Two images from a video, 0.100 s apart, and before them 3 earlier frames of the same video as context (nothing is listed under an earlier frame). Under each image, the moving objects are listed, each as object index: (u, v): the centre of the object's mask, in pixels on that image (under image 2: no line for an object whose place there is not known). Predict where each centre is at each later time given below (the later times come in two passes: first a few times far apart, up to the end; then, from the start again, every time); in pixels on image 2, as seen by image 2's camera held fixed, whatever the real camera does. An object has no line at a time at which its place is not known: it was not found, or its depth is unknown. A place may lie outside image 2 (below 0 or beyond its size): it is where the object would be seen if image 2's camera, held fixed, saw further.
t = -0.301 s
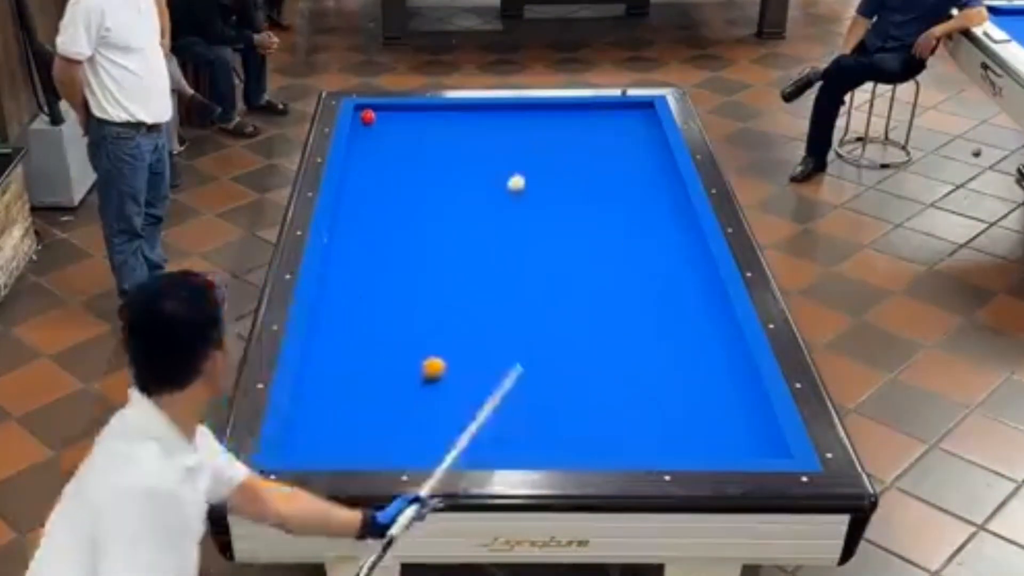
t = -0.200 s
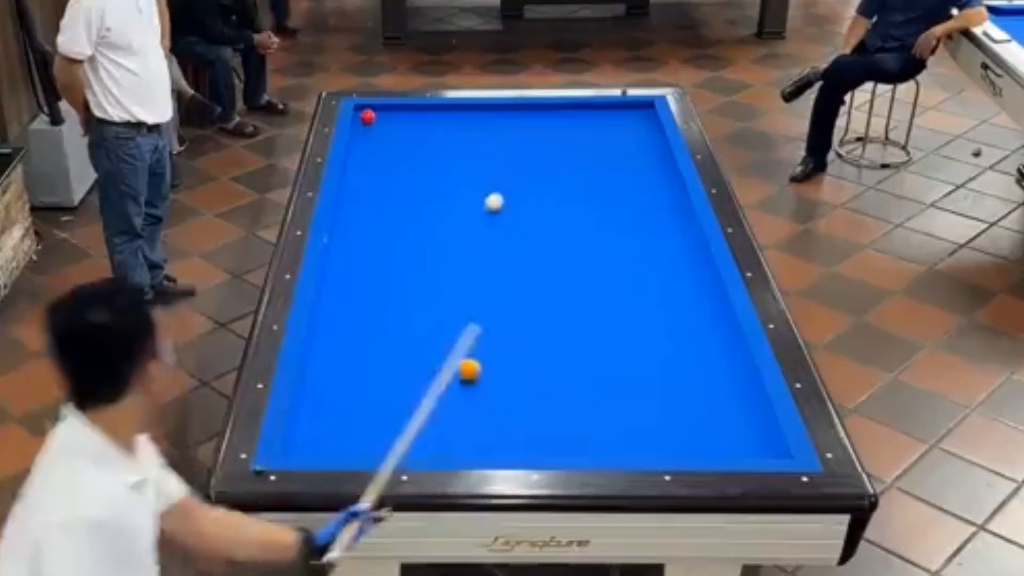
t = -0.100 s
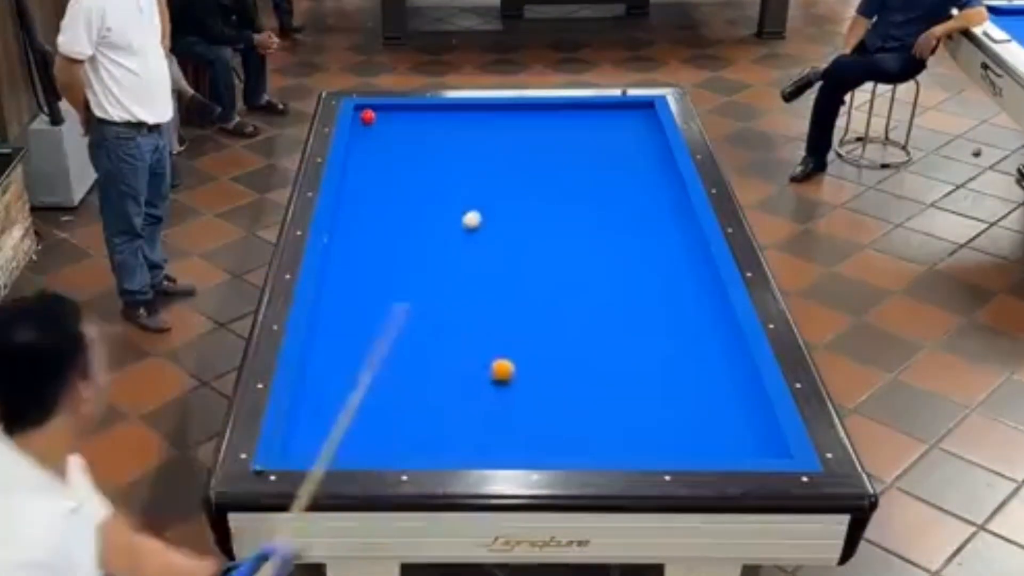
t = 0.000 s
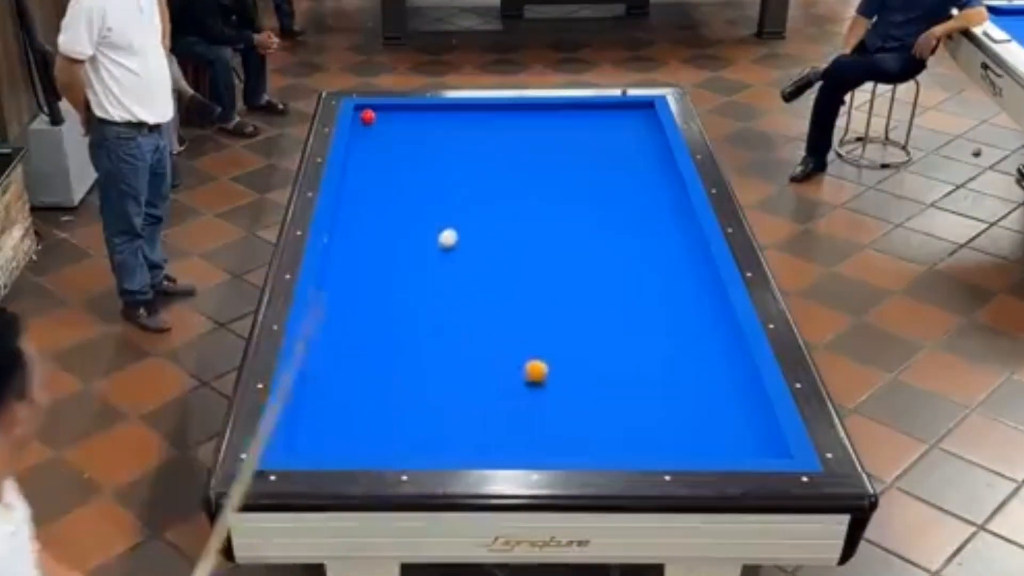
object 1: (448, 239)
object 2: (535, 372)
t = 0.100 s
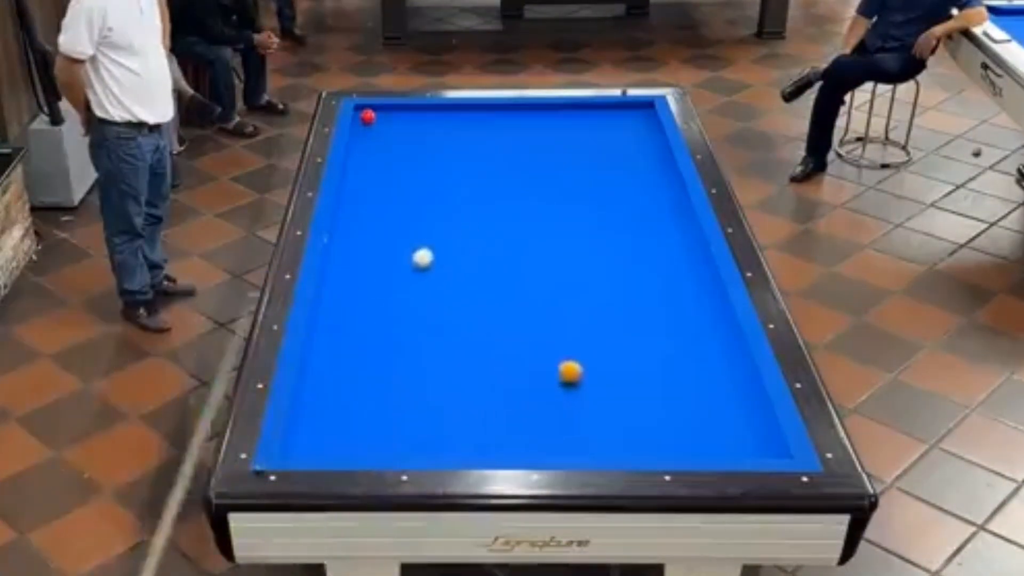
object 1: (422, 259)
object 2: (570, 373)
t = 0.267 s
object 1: (377, 294)
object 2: (626, 374)
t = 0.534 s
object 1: (321, 358)
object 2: (717, 376)
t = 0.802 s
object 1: (357, 430)
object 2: (711, 378)
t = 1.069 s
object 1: (424, 416)
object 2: (662, 379)
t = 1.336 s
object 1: (492, 380)
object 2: (614, 379)
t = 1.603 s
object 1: (553, 346)
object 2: (568, 381)
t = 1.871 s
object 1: (609, 315)
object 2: (523, 381)
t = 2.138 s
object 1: (660, 287)
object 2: (481, 382)
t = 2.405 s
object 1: (704, 263)
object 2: (438, 383)
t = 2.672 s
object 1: (664, 240)
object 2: (399, 383)
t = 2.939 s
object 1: (630, 220)
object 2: (359, 384)
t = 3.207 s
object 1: (598, 201)
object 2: (321, 385)
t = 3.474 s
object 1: (570, 184)
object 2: (316, 385)
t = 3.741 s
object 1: (543, 168)
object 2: (337, 386)
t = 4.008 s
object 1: (519, 153)
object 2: (355, 386)
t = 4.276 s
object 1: (496, 140)
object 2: (373, 386)
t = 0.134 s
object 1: (414, 265)
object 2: (581, 373)
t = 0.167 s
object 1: (405, 272)
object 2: (593, 374)
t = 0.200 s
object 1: (395, 279)
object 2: (604, 373)
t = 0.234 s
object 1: (386, 287)
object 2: (615, 374)
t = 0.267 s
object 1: (377, 294)
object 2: (626, 374)
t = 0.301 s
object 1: (367, 301)
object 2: (638, 374)
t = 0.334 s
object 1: (357, 309)
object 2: (649, 375)
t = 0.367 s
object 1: (347, 317)
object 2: (660, 375)
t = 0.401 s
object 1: (337, 325)
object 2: (672, 376)
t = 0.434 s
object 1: (327, 333)
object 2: (683, 376)
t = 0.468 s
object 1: (316, 341)
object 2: (695, 376)
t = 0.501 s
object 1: (315, 349)
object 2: (706, 376)
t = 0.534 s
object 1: (321, 358)
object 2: (717, 376)
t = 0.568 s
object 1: (327, 366)
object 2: (729, 377)
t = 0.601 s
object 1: (331, 374)
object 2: (740, 377)
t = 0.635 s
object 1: (336, 383)
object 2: (747, 377)
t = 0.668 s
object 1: (340, 392)
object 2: (740, 377)
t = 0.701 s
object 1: (343, 401)
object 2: (731, 378)
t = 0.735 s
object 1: (348, 411)
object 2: (724, 378)
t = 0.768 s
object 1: (353, 420)
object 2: (717, 378)
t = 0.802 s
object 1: (357, 430)
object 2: (711, 378)
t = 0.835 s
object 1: (362, 439)
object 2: (705, 378)
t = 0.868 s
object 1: (367, 447)
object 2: (699, 378)
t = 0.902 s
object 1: (375, 447)
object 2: (692, 378)
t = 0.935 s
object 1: (386, 441)
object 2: (686, 378)
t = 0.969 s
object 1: (395, 435)
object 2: (680, 378)
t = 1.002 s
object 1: (405, 428)
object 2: (674, 378)
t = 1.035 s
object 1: (415, 421)
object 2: (668, 379)
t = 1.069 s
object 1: (424, 416)
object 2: (662, 379)
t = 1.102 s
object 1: (433, 411)
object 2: (656, 379)
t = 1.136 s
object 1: (442, 406)
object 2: (650, 379)
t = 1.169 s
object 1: (450, 402)
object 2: (644, 379)
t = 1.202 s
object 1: (459, 397)
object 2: (638, 379)
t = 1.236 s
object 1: (467, 392)
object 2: (632, 379)
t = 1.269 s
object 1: (476, 388)
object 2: (626, 379)
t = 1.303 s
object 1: (484, 384)
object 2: (620, 379)
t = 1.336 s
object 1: (492, 380)
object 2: (614, 379)
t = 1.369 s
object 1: (500, 375)
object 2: (608, 379)
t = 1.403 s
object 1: (508, 370)
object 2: (602, 380)
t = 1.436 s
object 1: (515, 366)
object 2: (597, 380)
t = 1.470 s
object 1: (523, 362)
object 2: (590, 380)
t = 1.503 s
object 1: (531, 358)
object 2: (585, 380)
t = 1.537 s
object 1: (538, 354)
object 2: (580, 380)
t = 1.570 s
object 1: (546, 350)
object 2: (574, 380)
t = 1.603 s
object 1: (553, 346)
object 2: (568, 381)
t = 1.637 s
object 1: (560, 341)
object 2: (562, 381)
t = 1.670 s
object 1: (568, 338)
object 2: (557, 381)
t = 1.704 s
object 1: (575, 334)
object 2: (551, 381)
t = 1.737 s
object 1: (582, 330)
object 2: (546, 381)
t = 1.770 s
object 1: (589, 326)
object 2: (540, 381)
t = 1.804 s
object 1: (596, 323)
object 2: (535, 381)
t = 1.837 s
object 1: (602, 319)
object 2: (529, 381)
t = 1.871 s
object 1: (609, 315)
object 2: (523, 381)
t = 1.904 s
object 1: (616, 312)
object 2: (518, 381)
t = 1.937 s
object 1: (622, 308)
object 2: (512, 381)
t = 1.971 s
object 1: (629, 305)
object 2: (507, 382)
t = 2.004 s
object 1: (635, 301)
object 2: (502, 382)
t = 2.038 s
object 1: (642, 298)
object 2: (497, 382)
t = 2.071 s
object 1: (648, 295)
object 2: (491, 382)
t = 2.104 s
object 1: (654, 291)
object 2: (486, 382)
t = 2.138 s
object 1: (660, 287)
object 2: (481, 382)
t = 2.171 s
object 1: (666, 284)
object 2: (475, 382)
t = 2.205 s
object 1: (672, 281)
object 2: (470, 382)
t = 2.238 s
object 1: (678, 278)
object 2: (465, 382)
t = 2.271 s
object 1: (684, 275)
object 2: (459, 382)
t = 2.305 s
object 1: (690, 272)
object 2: (454, 382)
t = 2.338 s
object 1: (696, 269)
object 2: (449, 382)
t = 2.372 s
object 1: (702, 265)
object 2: (444, 382)
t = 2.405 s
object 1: (704, 263)
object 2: (438, 383)
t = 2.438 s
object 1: (698, 259)
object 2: (434, 383)
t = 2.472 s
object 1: (692, 256)
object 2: (428, 383)
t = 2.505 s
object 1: (687, 254)
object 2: (423, 383)
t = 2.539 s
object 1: (683, 251)
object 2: (418, 383)
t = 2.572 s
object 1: (678, 248)
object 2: (413, 383)
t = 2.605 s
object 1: (673, 245)
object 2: (408, 383)
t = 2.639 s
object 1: (669, 243)
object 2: (404, 383)
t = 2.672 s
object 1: (664, 240)
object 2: (399, 383)
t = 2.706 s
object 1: (660, 238)
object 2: (393, 383)
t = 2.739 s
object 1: (656, 235)
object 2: (388, 383)
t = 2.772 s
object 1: (651, 232)
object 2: (384, 383)
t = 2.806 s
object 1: (646, 229)
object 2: (378, 383)
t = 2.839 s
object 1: (642, 227)
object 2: (374, 383)
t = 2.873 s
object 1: (638, 225)
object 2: (369, 384)
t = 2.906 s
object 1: (634, 222)
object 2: (364, 384)
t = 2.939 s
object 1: (630, 220)
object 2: (359, 384)
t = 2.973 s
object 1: (626, 217)
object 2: (355, 384)
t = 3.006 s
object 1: (622, 215)
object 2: (349, 385)
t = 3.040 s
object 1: (618, 212)
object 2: (345, 385)
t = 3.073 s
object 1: (614, 210)
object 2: (340, 385)
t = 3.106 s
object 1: (610, 208)
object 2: (335, 385)
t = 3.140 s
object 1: (606, 206)
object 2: (330, 385)
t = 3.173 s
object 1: (602, 203)
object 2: (326, 385)
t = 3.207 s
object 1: (598, 201)
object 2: (321, 385)
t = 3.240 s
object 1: (595, 199)
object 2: (316, 385)
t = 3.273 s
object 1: (591, 196)
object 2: (312, 385)
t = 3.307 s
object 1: (587, 194)
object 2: (307, 385)
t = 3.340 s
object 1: (584, 192)
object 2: (306, 385)
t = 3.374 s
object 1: (580, 190)
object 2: (308, 386)
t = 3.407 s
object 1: (577, 188)
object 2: (311, 386)
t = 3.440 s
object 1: (573, 186)
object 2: (314, 385)
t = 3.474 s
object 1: (570, 184)
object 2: (316, 385)
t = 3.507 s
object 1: (566, 182)
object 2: (319, 385)
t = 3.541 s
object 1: (563, 180)
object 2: (321, 386)
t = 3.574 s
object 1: (560, 178)
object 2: (323, 386)
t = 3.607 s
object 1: (556, 176)
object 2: (326, 386)
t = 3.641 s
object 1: (553, 174)
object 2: (329, 386)
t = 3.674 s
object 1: (550, 172)
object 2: (331, 386)
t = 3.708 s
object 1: (547, 169)
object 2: (333, 386)
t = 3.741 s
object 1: (543, 168)
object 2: (337, 386)
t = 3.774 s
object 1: (540, 166)
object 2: (339, 386)
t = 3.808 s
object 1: (537, 164)
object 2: (341, 386)
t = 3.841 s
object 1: (534, 162)
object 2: (343, 386)
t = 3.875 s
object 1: (531, 160)
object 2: (346, 386)
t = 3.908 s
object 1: (527, 159)
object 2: (348, 386)
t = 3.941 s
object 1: (525, 156)
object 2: (350, 386)
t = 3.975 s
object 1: (522, 155)
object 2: (353, 386)
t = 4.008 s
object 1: (519, 153)
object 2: (355, 386)
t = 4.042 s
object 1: (516, 151)
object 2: (358, 386)
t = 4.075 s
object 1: (513, 149)
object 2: (360, 386)
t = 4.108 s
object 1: (510, 148)
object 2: (362, 385)
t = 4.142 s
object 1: (507, 147)
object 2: (364, 385)
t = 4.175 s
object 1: (505, 144)
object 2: (366, 386)
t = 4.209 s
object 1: (502, 143)
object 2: (369, 385)
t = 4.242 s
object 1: (499, 141)
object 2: (371, 386)
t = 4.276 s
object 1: (496, 140)
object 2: (373, 386)
